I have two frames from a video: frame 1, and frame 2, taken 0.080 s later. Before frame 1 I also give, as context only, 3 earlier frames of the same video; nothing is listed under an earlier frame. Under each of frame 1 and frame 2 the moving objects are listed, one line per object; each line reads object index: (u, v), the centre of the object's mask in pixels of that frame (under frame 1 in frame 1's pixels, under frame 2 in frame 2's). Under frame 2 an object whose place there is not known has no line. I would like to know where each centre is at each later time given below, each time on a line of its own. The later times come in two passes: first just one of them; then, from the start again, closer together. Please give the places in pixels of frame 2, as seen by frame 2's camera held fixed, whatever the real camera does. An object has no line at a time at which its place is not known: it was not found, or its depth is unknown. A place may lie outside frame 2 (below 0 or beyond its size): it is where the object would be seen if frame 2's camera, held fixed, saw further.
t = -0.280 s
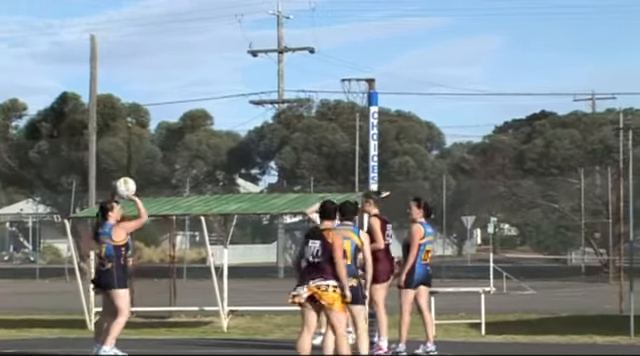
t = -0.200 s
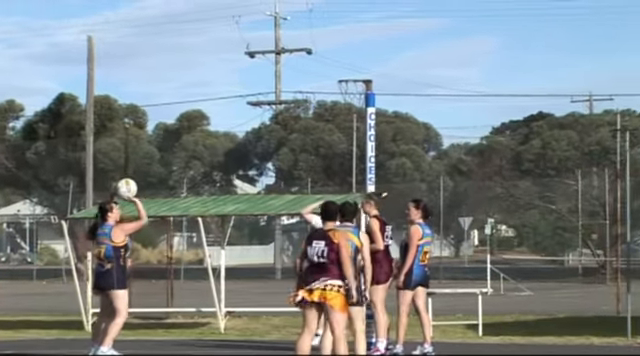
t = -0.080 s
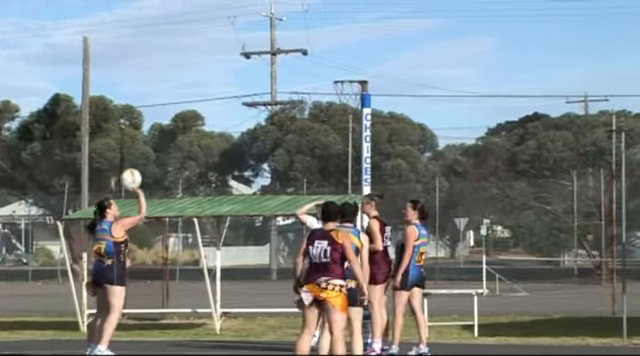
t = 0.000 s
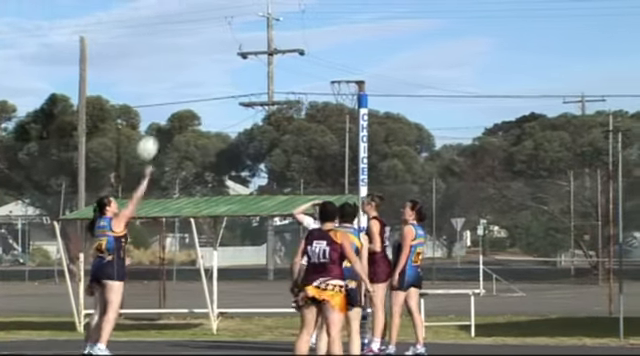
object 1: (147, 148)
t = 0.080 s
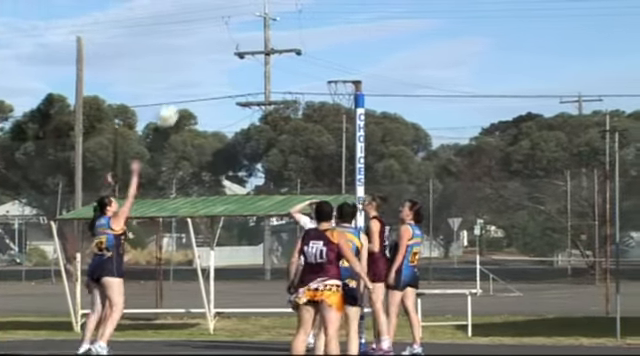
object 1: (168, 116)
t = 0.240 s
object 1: (212, 69)
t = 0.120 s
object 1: (178, 101)
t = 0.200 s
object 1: (202, 79)
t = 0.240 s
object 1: (212, 69)
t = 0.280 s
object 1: (222, 61)
